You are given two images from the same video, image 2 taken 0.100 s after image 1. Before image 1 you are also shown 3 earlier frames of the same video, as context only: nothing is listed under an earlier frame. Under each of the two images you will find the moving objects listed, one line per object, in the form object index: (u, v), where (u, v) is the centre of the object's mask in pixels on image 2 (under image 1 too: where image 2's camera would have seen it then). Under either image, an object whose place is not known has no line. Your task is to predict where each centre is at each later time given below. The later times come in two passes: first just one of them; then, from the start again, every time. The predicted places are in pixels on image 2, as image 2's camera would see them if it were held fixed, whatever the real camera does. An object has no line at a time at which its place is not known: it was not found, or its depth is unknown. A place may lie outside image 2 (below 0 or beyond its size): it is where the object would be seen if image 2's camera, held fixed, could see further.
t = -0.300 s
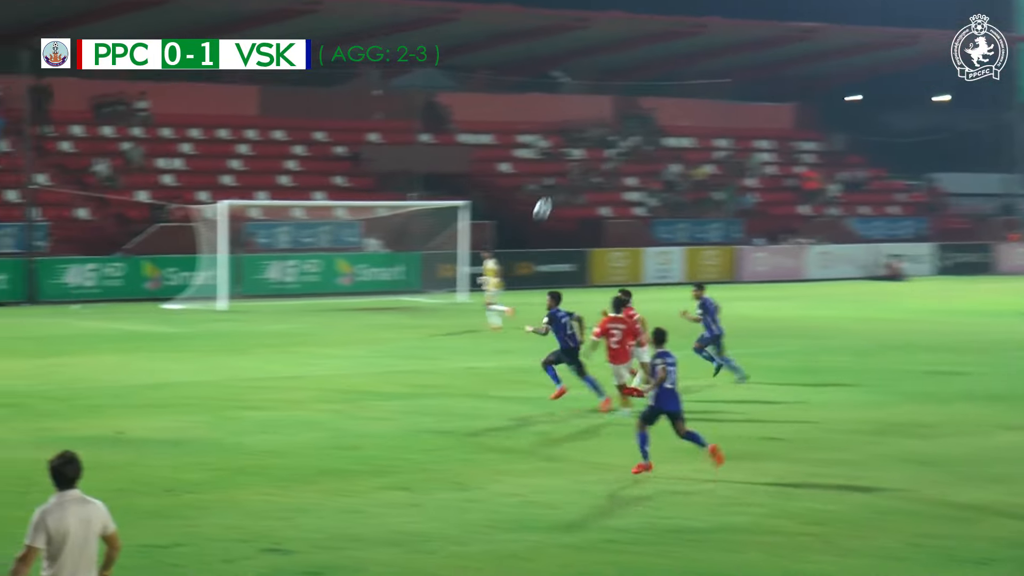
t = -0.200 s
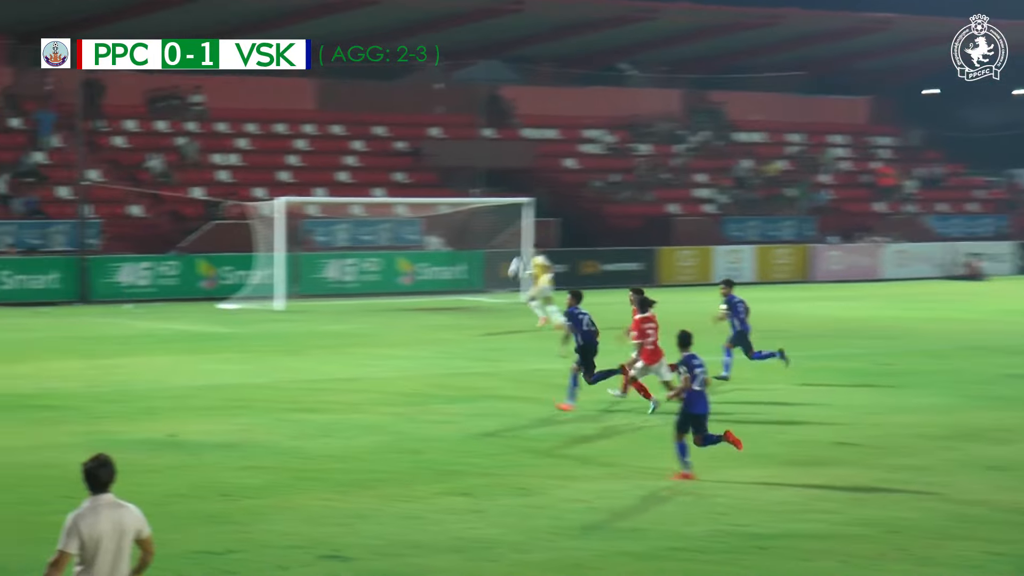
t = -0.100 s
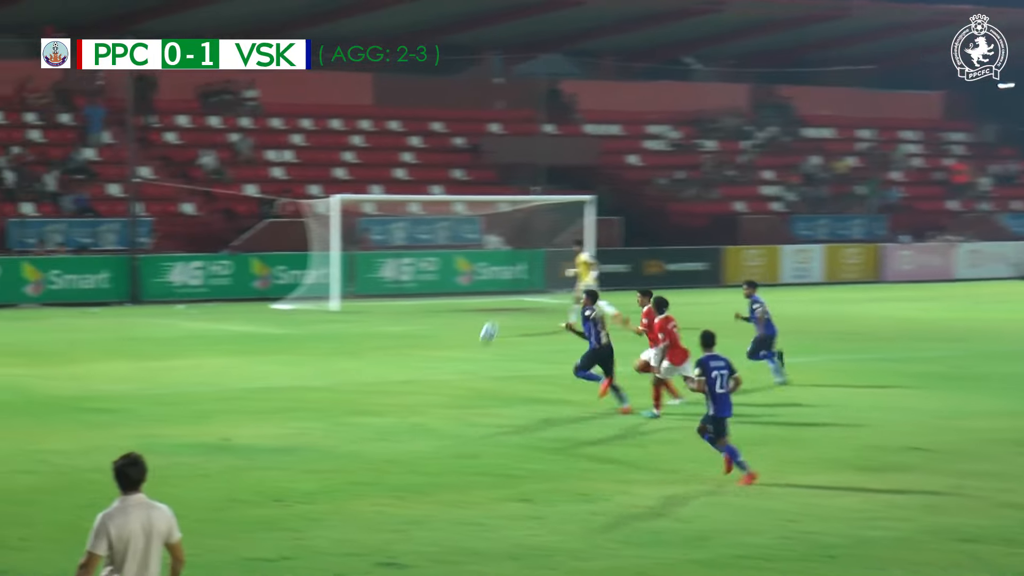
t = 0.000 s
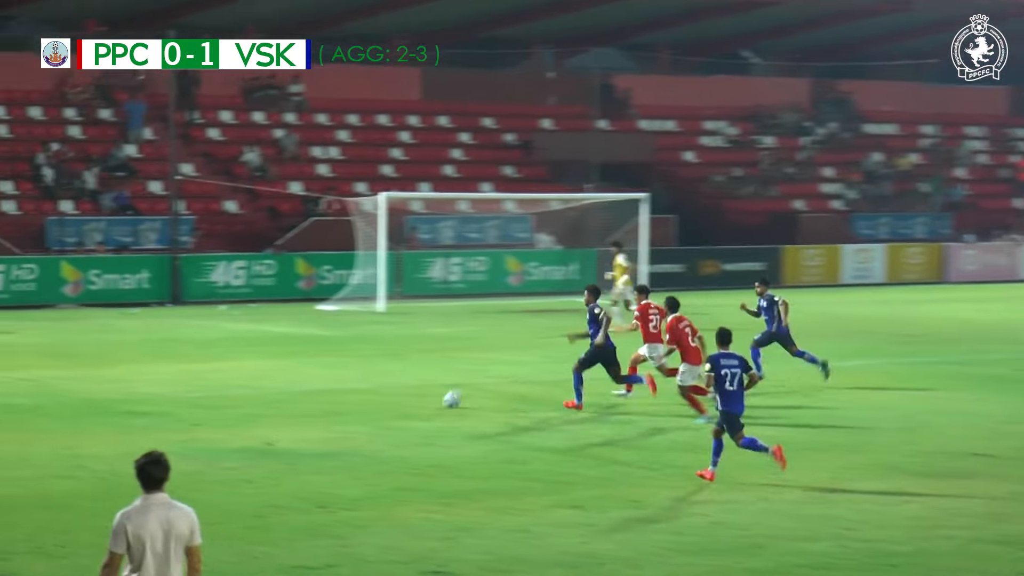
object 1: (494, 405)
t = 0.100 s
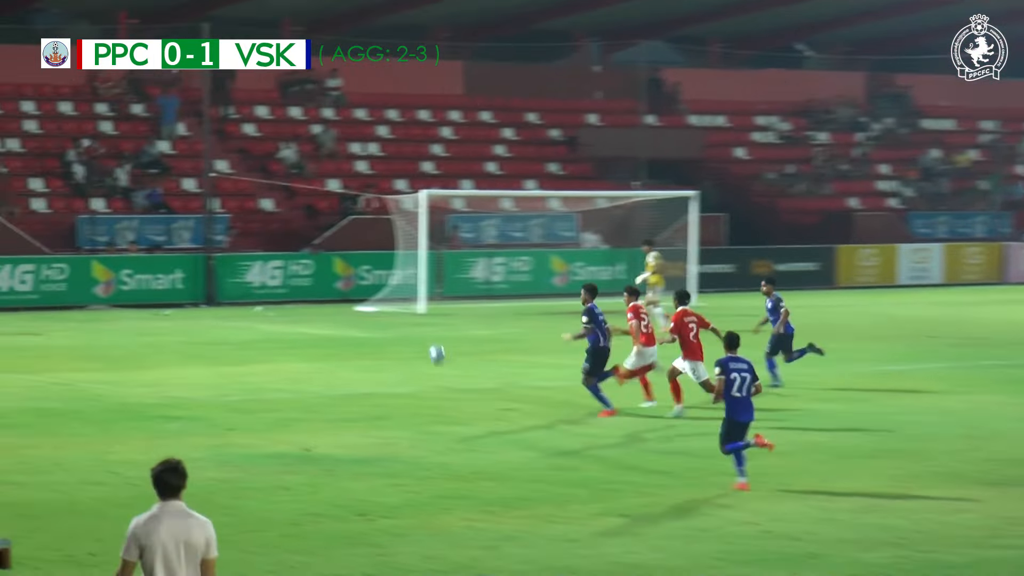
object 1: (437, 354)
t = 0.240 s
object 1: (360, 295)
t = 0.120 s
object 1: (427, 345)
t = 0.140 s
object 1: (415, 336)
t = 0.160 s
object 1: (404, 327)
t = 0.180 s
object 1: (393, 318)
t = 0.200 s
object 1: (381, 311)
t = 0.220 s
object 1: (372, 302)
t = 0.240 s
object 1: (360, 295)
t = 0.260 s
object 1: (350, 287)
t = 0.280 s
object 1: (339, 280)
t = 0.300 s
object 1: (328, 273)
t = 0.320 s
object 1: (317, 267)
